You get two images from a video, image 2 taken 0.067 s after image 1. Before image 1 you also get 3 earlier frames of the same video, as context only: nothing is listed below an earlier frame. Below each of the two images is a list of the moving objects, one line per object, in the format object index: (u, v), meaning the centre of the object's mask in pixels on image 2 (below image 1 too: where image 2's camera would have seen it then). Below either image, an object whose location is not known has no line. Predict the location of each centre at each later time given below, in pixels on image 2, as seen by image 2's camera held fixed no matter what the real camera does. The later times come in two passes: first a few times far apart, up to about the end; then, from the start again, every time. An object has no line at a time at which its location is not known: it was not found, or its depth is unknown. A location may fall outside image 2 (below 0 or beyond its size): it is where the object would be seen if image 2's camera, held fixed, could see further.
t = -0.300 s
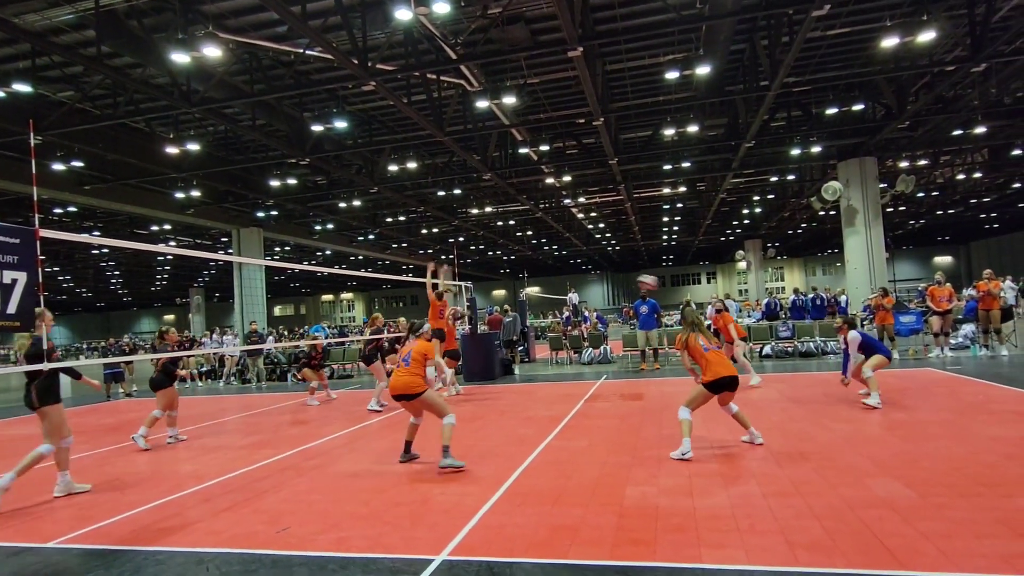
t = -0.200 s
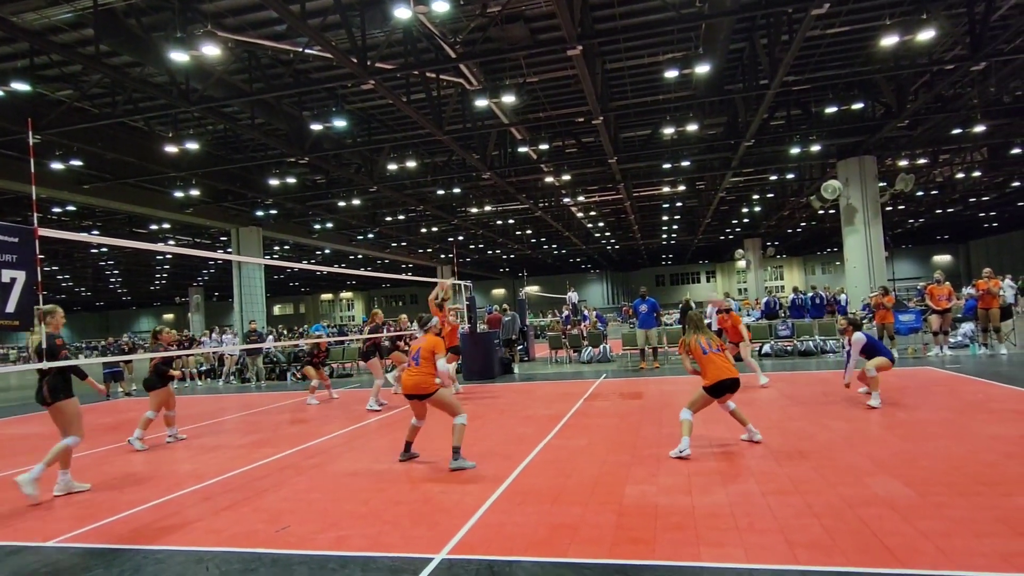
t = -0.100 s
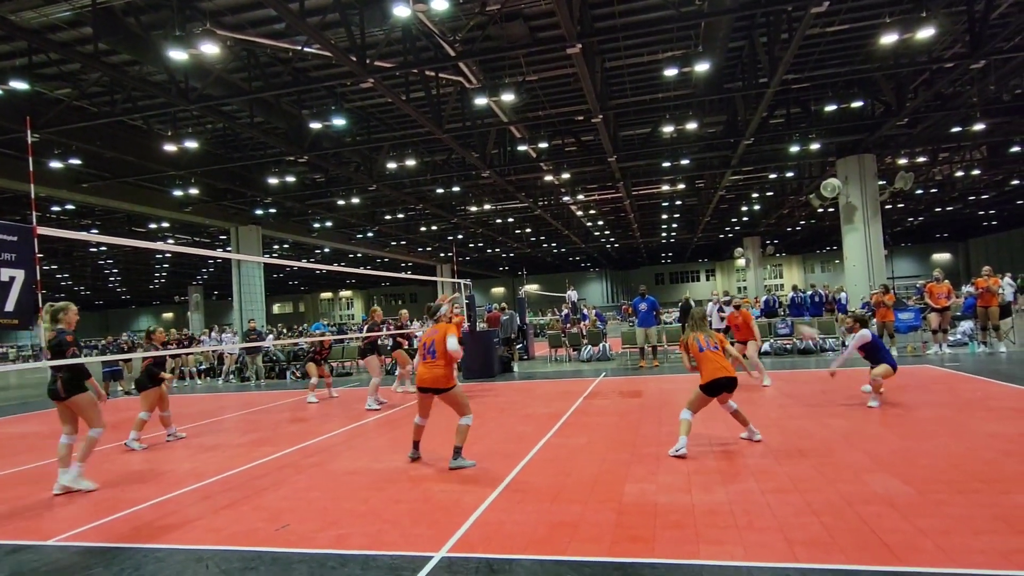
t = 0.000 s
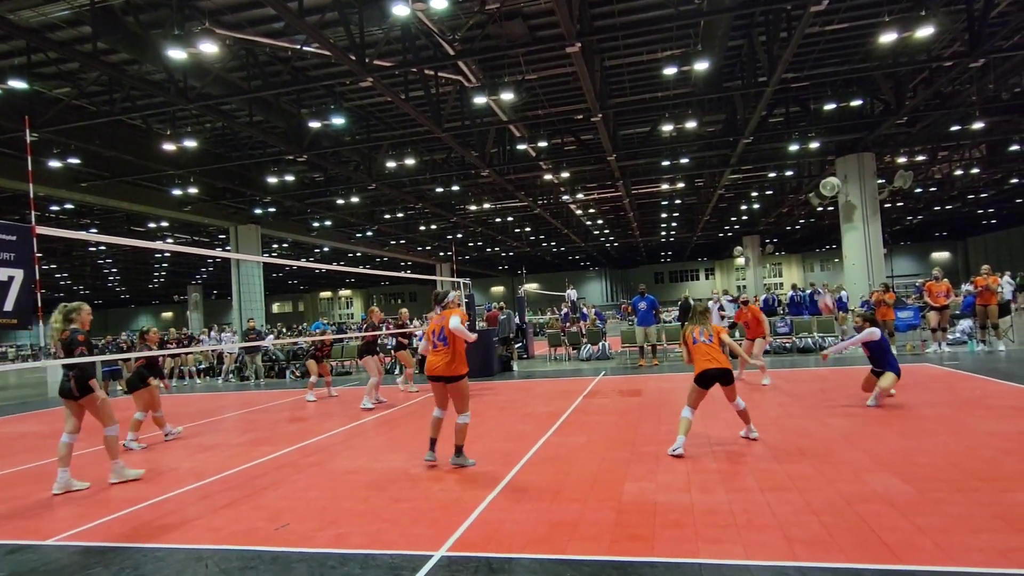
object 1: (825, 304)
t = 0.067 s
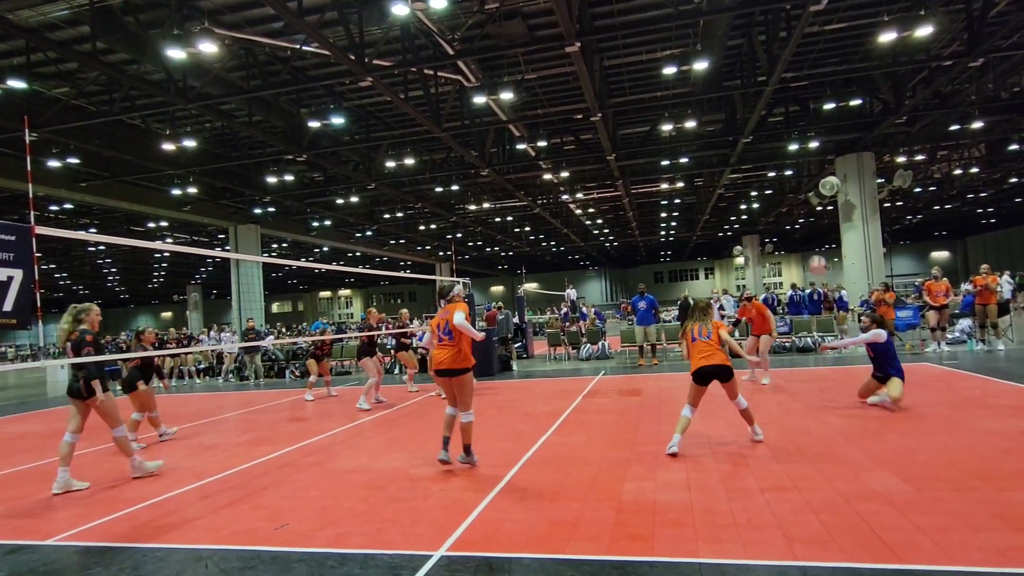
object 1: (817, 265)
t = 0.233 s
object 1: (798, 190)
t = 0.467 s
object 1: (778, 120)
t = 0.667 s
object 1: (765, 94)
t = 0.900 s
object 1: (751, 100)
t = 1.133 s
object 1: (739, 152)
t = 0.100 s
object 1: (814, 249)
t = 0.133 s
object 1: (810, 234)
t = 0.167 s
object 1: (806, 218)
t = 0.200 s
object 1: (802, 204)
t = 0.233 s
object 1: (798, 190)
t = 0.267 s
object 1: (796, 178)
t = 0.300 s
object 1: (793, 166)
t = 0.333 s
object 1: (789, 155)
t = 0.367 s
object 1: (786, 145)
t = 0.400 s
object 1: (783, 136)
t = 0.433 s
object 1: (781, 128)
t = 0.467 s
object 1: (778, 120)
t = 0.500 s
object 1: (777, 117)
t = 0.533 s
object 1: (774, 111)
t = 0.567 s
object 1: (771, 105)
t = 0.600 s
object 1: (769, 100)
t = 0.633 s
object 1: (767, 97)
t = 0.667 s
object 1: (765, 94)
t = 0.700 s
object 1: (762, 92)
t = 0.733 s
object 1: (760, 91)
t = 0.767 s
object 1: (758, 91)
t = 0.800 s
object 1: (756, 92)
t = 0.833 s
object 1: (754, 93)
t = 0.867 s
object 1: (752, 96)
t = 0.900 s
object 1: (751, 100)
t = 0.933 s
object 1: (749, 104)
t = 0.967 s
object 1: (747, 109)
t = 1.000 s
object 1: (745, 116)
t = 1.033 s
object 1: (744, 123)
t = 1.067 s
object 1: (742, 132)
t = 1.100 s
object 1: (741, 141)
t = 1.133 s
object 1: (739, 152)
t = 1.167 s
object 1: (738, 163)
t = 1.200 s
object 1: (736, 176)
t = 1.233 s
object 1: (735, 182)
